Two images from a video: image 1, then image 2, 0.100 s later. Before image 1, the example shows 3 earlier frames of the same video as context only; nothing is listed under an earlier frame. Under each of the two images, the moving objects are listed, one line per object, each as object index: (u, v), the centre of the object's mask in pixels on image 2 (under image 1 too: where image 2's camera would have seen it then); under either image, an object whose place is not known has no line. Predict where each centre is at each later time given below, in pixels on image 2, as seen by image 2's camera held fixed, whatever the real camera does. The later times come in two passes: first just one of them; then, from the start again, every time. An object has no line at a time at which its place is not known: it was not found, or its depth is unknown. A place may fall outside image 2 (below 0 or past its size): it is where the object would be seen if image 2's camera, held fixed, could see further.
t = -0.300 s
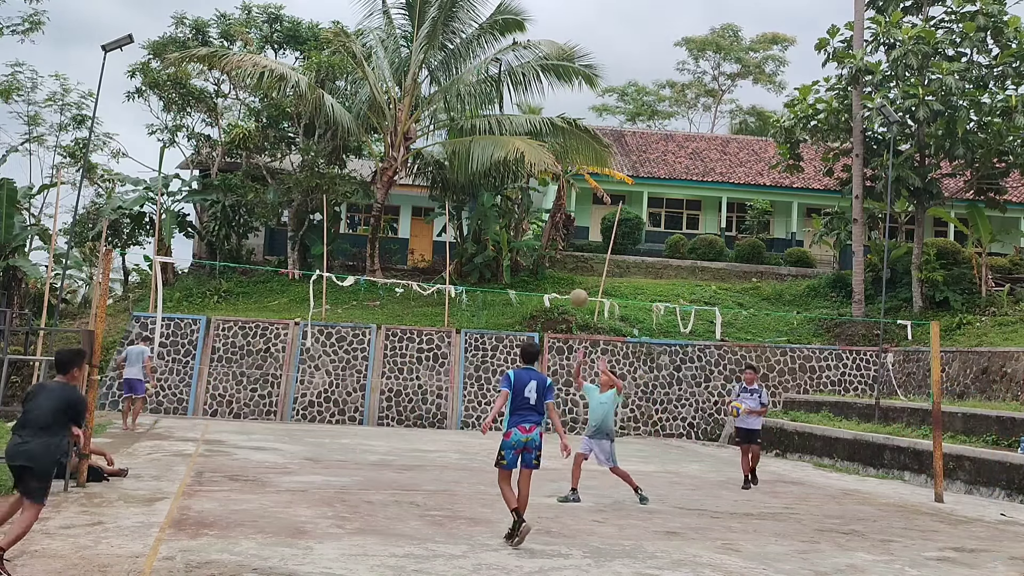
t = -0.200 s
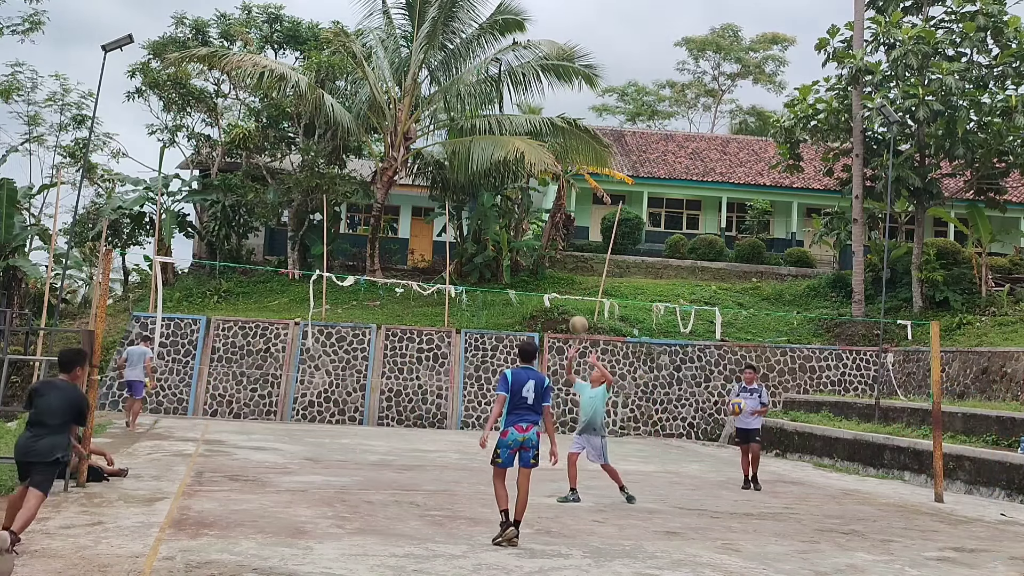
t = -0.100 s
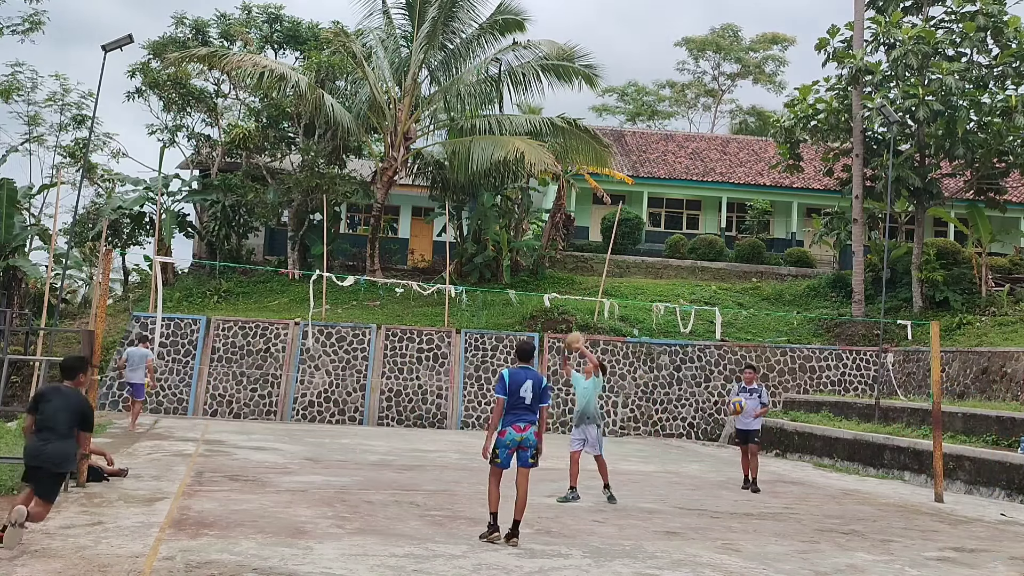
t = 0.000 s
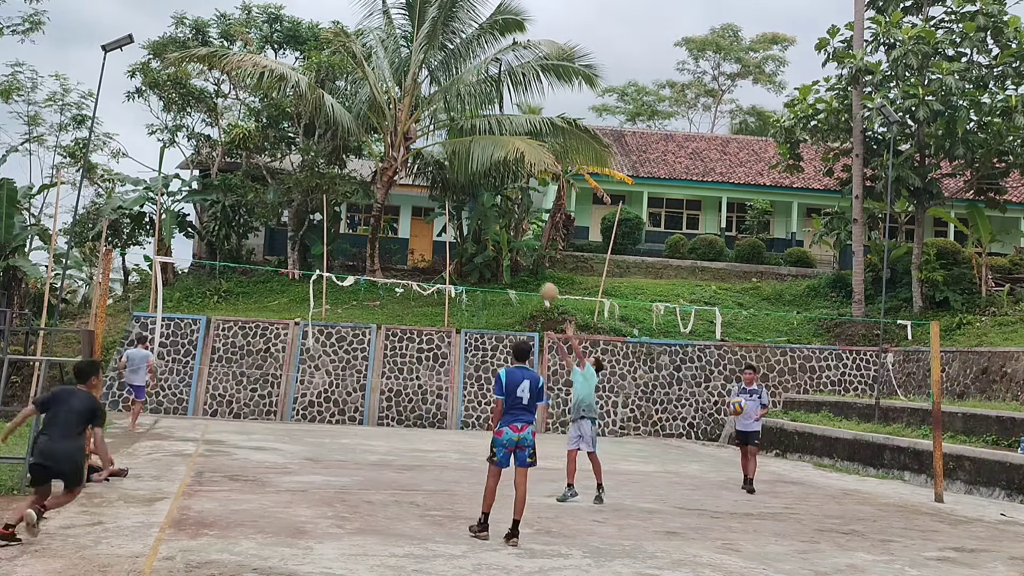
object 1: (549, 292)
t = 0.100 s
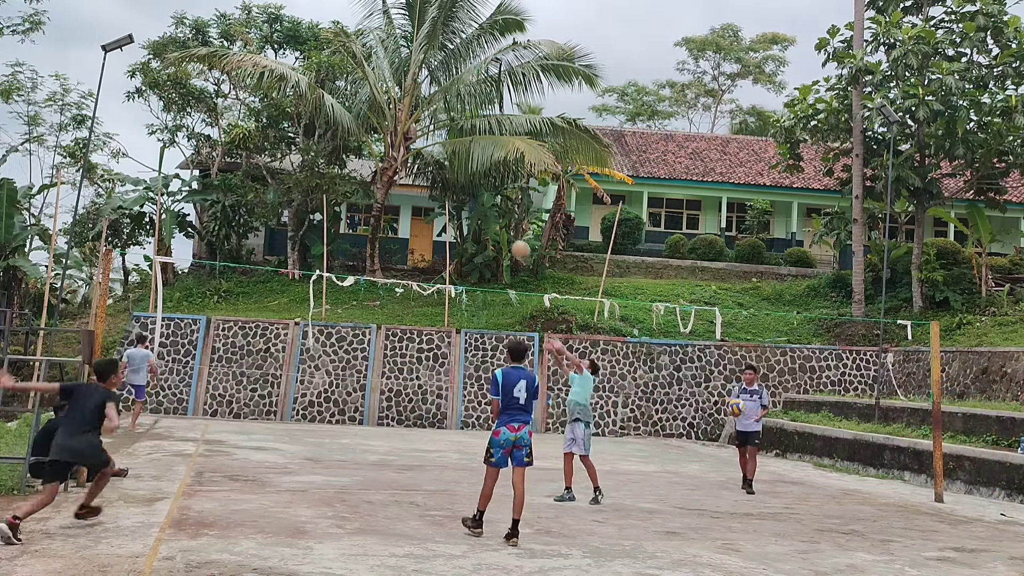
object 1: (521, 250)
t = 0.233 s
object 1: (482, 207)
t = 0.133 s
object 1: (511, 239)
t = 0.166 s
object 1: (501, 227)
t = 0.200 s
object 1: (492, 217)
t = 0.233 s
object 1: (482, 207)
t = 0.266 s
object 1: (472, 199)
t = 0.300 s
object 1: (462, 192)
